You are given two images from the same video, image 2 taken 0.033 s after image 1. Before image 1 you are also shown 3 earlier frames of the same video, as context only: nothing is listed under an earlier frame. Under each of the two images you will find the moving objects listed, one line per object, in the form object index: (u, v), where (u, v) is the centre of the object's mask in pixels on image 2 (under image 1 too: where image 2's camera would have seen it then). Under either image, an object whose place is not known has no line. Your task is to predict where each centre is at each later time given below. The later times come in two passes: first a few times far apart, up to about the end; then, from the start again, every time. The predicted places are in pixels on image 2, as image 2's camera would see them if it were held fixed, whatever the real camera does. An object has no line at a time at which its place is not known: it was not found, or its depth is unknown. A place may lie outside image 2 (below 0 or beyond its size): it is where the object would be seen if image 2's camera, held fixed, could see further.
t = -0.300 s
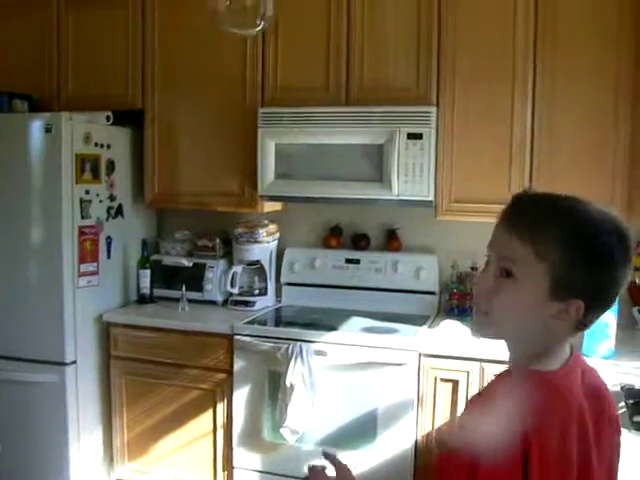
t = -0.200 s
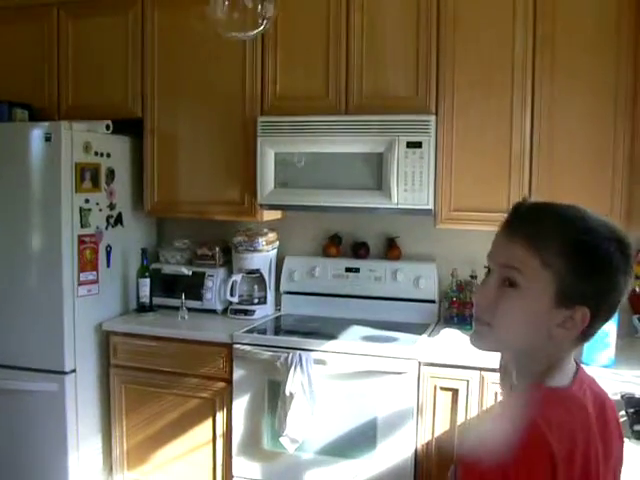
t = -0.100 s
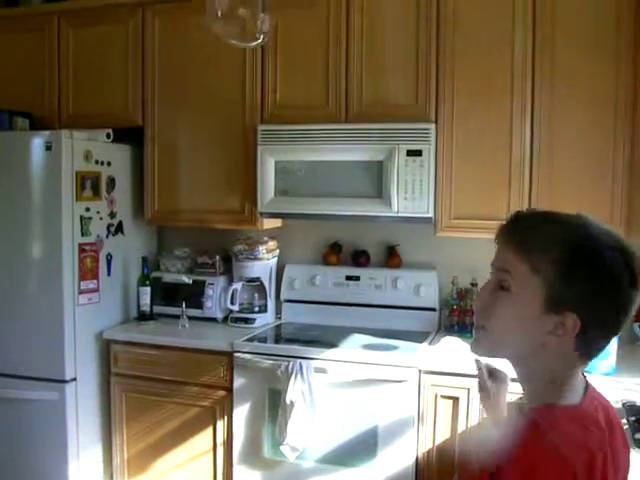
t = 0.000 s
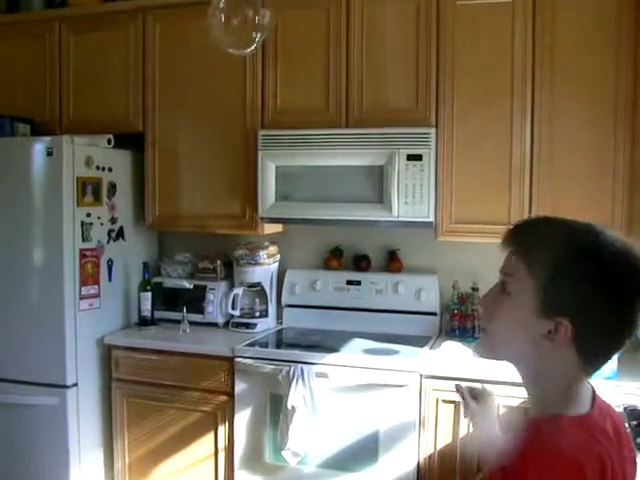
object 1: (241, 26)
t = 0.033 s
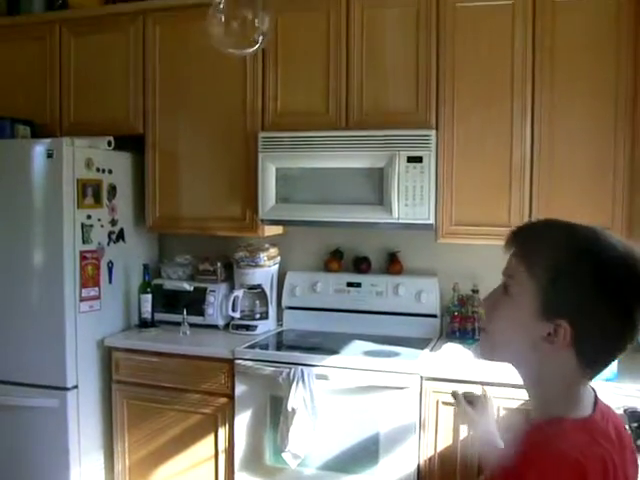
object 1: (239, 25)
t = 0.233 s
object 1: (236, 24)
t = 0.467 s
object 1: (232, 34)
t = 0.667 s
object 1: (230, 47)
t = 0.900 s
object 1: (225, 66)
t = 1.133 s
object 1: (223, 92)
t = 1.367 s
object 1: (221, 122)
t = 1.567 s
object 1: (221, 150)
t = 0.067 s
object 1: (238, 24)
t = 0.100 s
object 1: (238, 23)
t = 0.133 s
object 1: (237, 24)
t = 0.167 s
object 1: (236, 24)
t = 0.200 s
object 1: (236, 23)
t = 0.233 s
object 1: (236, 24)
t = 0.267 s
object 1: (235, 25)
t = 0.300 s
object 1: (234, 26)
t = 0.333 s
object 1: (234, 26)
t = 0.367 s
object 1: (233, 28)
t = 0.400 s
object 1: (233, 30)
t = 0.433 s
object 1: (233, 31)
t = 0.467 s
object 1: (232, 34)
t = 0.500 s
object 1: (232, 36)
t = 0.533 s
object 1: (232, 38)
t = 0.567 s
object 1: (232, 40)
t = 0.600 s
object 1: (231, 42)
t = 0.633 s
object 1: (231, 44)
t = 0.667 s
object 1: (230, 47)
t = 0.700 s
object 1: (229, 49)
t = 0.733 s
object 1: (229, 52)
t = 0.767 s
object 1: (229, 54)
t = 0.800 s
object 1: (228, 55)
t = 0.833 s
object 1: (226, 59)
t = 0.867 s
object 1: (225, 64)
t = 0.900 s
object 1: (225, 66)
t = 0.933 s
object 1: (225, 68)
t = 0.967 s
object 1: (225, 72)
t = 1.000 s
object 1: (224, 77)
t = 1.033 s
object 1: (225, 80)
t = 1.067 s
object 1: (224, 83)
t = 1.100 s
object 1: (223, 88)
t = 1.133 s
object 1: (223, 92)
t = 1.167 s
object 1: (223, 96)
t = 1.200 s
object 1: (222, 100)
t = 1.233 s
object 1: (221, 104)
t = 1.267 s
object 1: (220, 110)
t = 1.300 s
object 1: (221, 114)
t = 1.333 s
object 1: (221, 117)
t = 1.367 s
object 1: (221, 122)
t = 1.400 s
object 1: (221, 127)
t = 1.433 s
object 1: (221, 131)
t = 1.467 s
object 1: (221, 135)
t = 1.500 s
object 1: (220, 140)
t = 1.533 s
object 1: (220, 145)
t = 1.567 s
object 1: (221, 150)
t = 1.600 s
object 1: (221, 155)
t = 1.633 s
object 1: (221, 160)
